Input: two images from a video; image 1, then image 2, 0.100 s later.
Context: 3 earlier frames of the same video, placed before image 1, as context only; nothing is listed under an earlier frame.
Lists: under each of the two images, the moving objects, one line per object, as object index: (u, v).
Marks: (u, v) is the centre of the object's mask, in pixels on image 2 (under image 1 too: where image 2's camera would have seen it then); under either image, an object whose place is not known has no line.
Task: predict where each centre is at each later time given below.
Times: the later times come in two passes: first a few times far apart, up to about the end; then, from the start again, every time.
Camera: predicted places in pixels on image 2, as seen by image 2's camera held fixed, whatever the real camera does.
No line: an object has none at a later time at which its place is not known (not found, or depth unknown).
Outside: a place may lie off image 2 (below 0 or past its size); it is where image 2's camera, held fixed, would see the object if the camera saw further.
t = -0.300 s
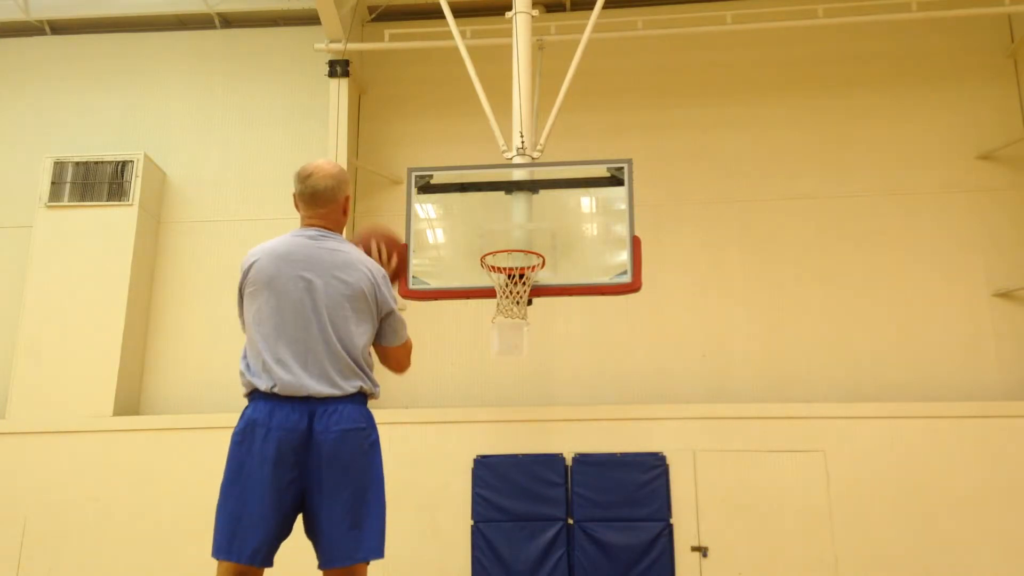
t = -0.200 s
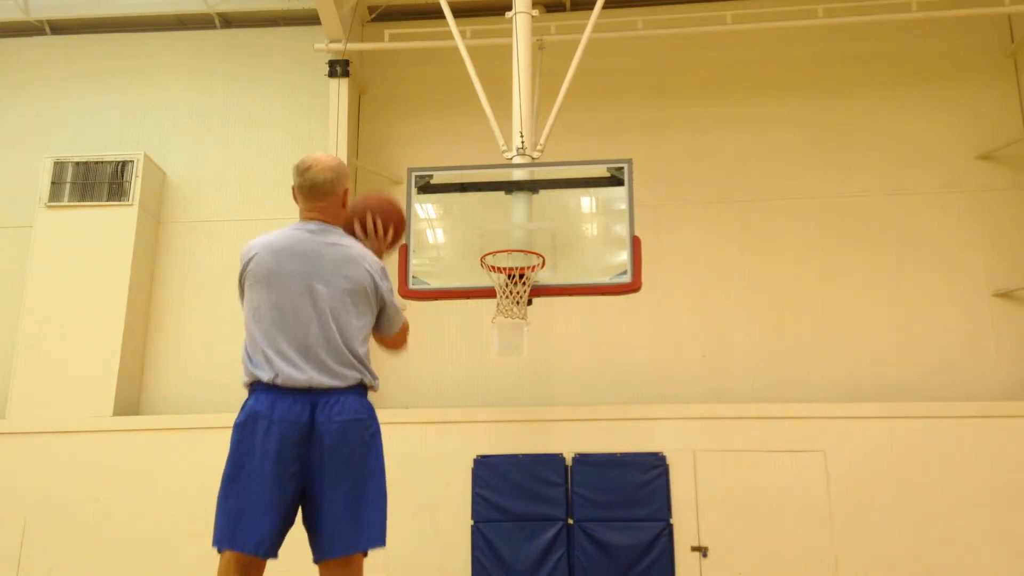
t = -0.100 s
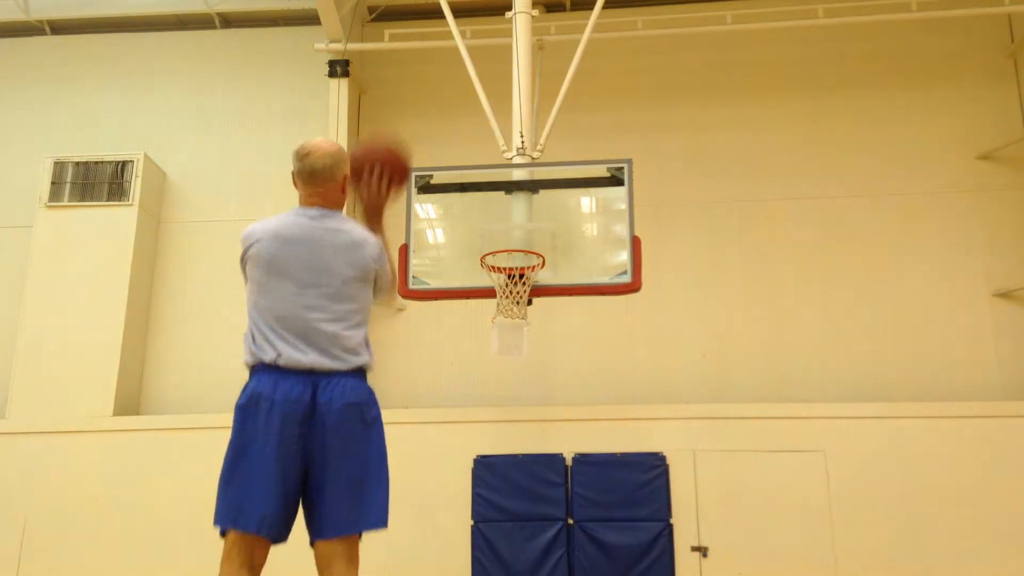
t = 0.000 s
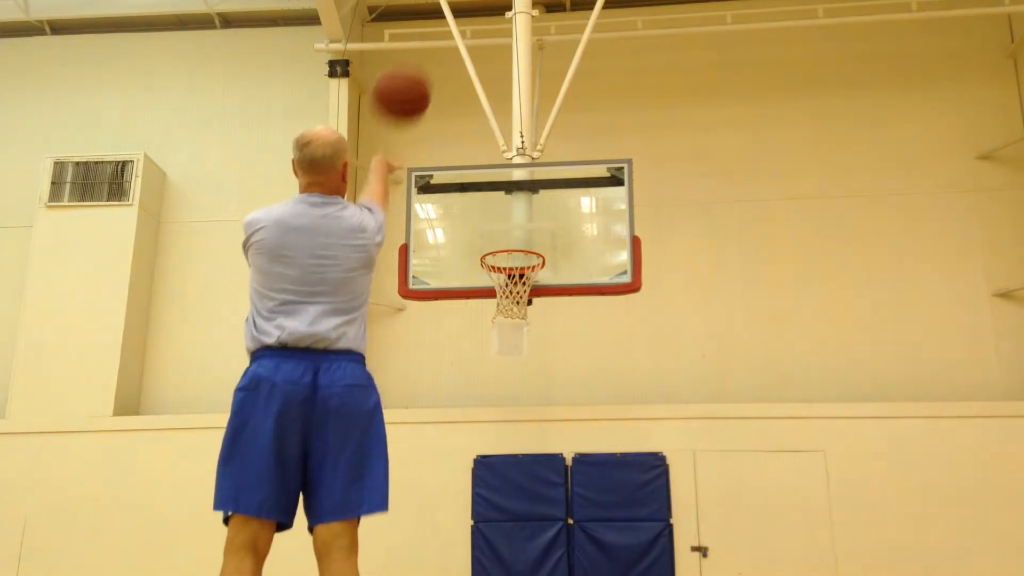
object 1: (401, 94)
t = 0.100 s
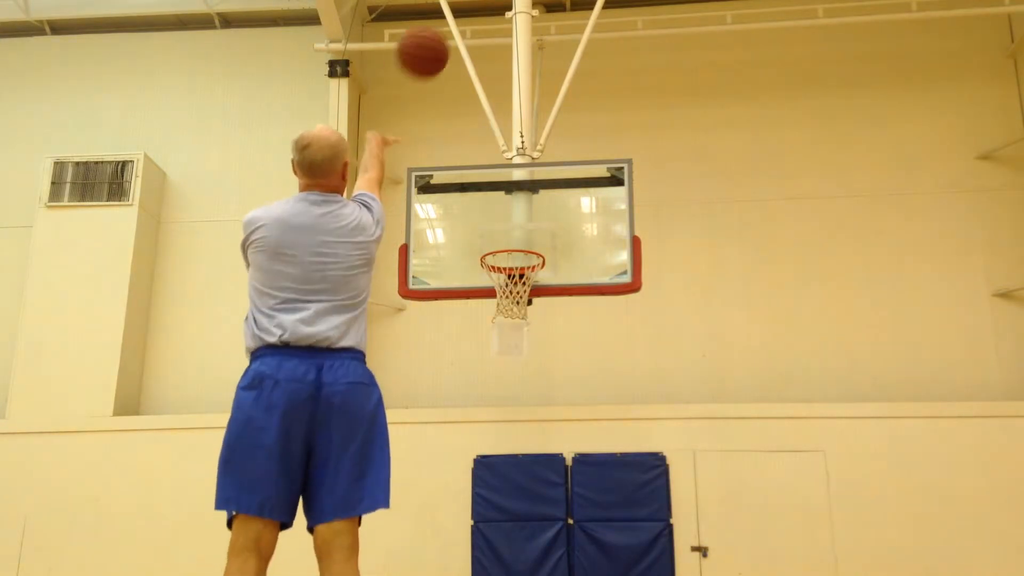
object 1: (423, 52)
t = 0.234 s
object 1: (445, 32)
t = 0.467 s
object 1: (474, 67)
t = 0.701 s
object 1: (493, 159)
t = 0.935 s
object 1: (512, 261)
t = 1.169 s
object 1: (510, 278)
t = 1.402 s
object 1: (512, 345)
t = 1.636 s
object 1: (507, 346)
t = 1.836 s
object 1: (509, 345)
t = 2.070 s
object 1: (509, 345)
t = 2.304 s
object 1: (507, 373)
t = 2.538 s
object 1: (506, 478)
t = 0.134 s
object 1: (429, 42)
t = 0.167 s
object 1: (434, 37)
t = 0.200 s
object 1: (440, 34)
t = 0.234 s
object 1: (445, 32)
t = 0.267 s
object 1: (450, 32)
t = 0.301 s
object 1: (454, 35)
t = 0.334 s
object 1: (459, 39)
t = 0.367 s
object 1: (462, 44)
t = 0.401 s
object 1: (466, 50)
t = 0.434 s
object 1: (470, 58)
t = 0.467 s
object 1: (474, 67)
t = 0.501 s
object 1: (477, 77)
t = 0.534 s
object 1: (480, 88)
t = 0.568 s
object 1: (483, 101)
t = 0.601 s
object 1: (486, 114)
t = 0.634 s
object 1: (489, 128)
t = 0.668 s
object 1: (491, 143)
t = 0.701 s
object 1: (493, 159)
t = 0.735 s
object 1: (497, 178)
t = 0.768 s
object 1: (499, 194)
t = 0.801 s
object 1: (501, 213)
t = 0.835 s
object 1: (503, 231)
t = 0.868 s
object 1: (506, 242)
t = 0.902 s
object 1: (508, 251)
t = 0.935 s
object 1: (512, 261)
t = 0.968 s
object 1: (513, 265)
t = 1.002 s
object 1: (513, 265)
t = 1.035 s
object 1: (513, 265)
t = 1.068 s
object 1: (512, 267)
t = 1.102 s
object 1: (513, 271)
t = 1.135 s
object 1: (512, 274)
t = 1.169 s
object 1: (510, 278)
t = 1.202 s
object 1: (516, 293)
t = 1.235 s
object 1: (514, 316)
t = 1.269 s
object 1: (513, 320)
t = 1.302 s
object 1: (513, 325)
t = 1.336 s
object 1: (512, 334)
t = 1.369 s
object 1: (513, 342)
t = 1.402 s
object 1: (512, 345)
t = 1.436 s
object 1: (511, 342)
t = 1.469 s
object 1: (510, 340)
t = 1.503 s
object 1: (510, 339)
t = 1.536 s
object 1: (509, 340)
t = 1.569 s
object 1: (508, 342)
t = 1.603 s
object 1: (507, 344)
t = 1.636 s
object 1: (507, 346)
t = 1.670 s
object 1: (508, 346)
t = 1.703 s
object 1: (507, 345)
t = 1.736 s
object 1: (508, 345)
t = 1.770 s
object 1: (508, 345)
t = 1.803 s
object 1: (509, 345)
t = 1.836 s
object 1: (509, 345)
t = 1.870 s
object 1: (509, 345)
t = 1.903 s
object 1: (509, 345)
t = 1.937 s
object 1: (509, 344)
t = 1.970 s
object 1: (509, 344)
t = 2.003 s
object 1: (509, 344)
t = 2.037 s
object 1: (509, 344)
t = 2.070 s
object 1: (509, 345)
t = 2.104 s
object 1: (509, 346)
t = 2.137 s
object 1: (508, 347)
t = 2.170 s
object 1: (508, 350)
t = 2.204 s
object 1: (507, 354)
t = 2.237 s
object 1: (508, 359)
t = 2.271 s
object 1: (507, 365)
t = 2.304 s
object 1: (507, 373)
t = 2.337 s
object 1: (506, 383)
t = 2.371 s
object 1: (506, 394)
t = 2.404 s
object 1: (506, 407)
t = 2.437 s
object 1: (506, 422)
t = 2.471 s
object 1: (506, 439)
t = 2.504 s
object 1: (505, 461)
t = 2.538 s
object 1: (506, 478)
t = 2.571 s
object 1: (505, 502)
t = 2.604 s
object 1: (504, 528)
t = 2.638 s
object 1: (505, 554)
